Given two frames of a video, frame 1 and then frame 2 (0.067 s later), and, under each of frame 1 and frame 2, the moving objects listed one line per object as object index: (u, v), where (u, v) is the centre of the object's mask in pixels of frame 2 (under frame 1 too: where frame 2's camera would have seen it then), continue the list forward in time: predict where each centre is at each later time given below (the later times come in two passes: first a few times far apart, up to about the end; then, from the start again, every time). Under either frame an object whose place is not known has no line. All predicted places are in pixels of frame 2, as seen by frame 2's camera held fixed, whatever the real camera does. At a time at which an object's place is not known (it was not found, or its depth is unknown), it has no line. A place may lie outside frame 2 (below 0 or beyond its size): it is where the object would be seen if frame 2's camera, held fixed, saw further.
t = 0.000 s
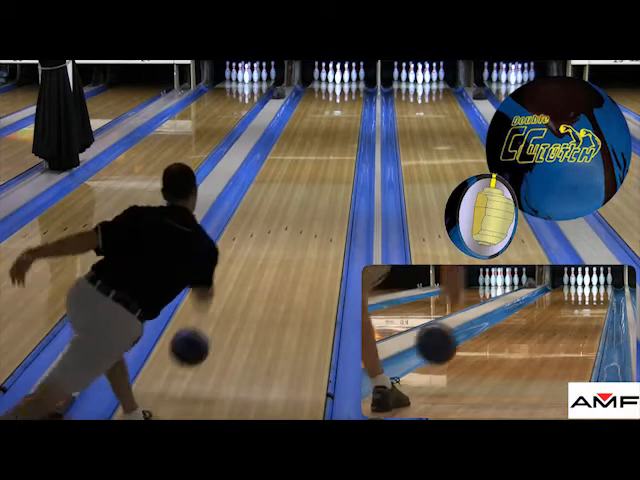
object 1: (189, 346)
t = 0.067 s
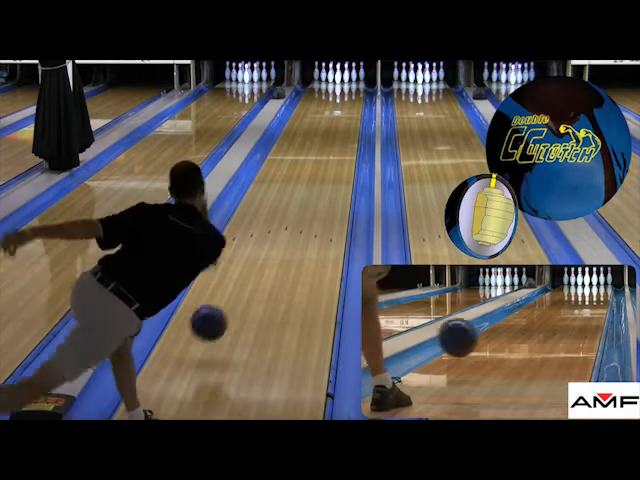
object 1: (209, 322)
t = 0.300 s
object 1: (258, 270)
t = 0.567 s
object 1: (293, 214)
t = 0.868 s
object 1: (320, 171)
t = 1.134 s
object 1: (335, 144)
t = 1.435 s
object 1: (348, 121)
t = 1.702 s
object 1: (353, 106)
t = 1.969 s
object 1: (354, 93)
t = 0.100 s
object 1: (217, 314)
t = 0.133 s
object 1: (225, 308)
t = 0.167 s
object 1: (233, 304)
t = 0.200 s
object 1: (239, 297)
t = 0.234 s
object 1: (246, 286)
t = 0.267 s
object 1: (252, 277)
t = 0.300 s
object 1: (258, 270)
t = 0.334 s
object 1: (263, 261)
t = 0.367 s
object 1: (268, 254)
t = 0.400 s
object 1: (273, 246)
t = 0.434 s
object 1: (277, 239)
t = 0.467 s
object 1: (282, 232)
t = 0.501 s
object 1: (286, 226)
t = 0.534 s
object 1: (290, 219)
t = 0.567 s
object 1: (293, 214)
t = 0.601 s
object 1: (297, 208)
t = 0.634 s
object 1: (300, 203)
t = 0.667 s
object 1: (304, 198)
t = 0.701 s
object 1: (306, 192)
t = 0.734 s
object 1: (309, 188)
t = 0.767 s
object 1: (312, 184)
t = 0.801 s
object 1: (315, 179)
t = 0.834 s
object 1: (317, 175)
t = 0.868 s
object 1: (320, 171)
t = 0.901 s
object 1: (322, 167)
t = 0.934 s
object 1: (324, 164)
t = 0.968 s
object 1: (326, 160)
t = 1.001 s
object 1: (328, 157)
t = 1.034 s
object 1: (330, 153)
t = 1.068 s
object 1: (332, 150)
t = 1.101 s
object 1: (334, 147)
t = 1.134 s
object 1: (335, 144)
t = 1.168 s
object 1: (337, 141)
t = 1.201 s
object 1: (339, 138)
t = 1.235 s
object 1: (340, 136)
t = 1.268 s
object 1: (342, 133)
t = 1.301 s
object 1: (343, 130)
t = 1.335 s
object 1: (344, 128)
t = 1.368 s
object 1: (345, 126)
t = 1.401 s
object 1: (347, 124)
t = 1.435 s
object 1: (348, 121)
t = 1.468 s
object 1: (349, 119)
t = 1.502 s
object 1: (350, 117)
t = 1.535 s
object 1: (350, 115)
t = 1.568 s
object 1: (351, 113)
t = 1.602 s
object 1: (351, 111)
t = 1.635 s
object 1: (352, 109)
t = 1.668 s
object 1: (353, 108)
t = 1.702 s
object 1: (353, 106)
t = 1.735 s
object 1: (353, 104)
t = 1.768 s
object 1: (354, 102)
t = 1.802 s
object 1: (354, 101)
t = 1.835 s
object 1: (354, 100)
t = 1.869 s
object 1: (353, 99)
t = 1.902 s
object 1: (354, 96)
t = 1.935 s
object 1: (354, 95)
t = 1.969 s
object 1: (354, 93)
